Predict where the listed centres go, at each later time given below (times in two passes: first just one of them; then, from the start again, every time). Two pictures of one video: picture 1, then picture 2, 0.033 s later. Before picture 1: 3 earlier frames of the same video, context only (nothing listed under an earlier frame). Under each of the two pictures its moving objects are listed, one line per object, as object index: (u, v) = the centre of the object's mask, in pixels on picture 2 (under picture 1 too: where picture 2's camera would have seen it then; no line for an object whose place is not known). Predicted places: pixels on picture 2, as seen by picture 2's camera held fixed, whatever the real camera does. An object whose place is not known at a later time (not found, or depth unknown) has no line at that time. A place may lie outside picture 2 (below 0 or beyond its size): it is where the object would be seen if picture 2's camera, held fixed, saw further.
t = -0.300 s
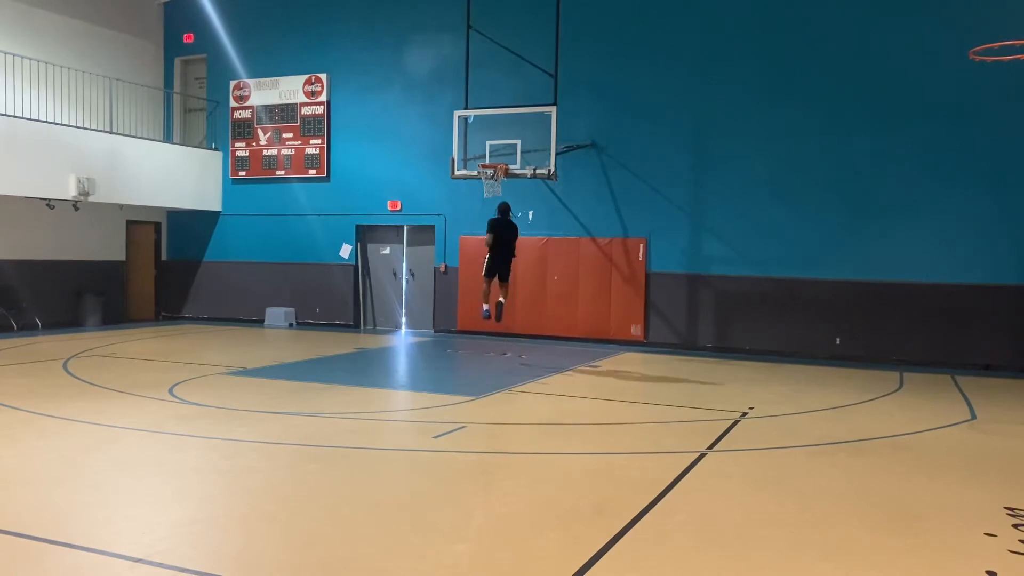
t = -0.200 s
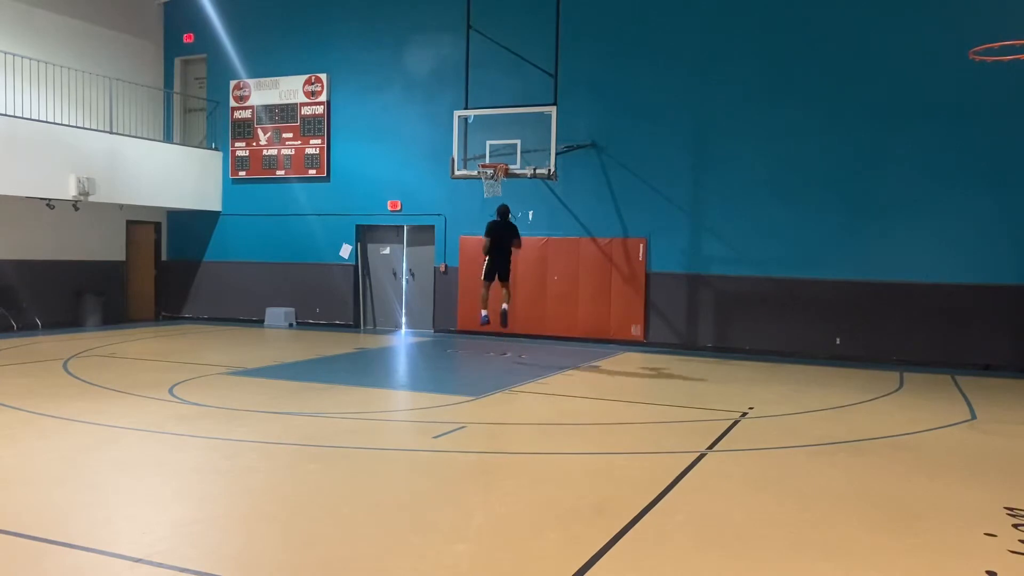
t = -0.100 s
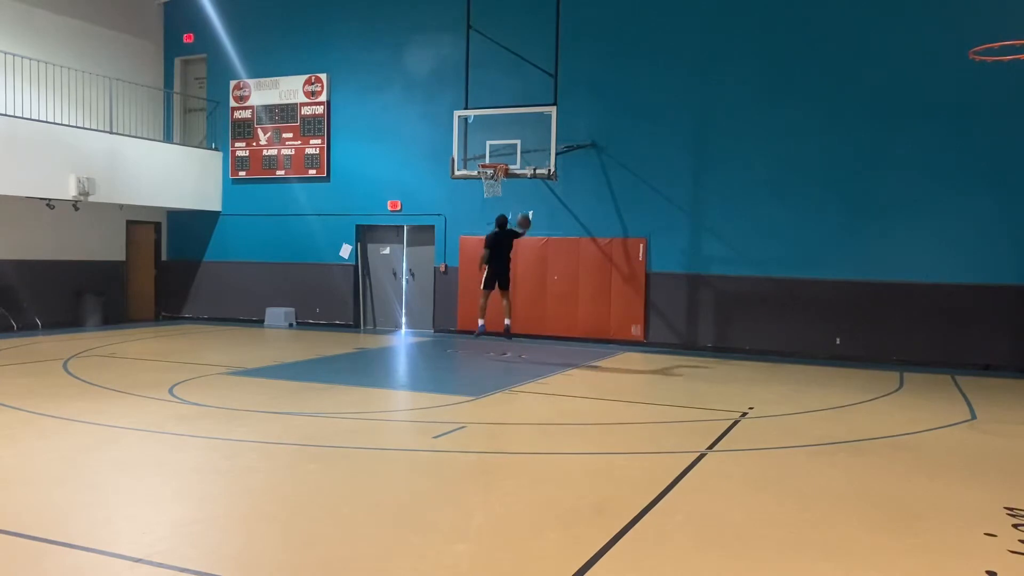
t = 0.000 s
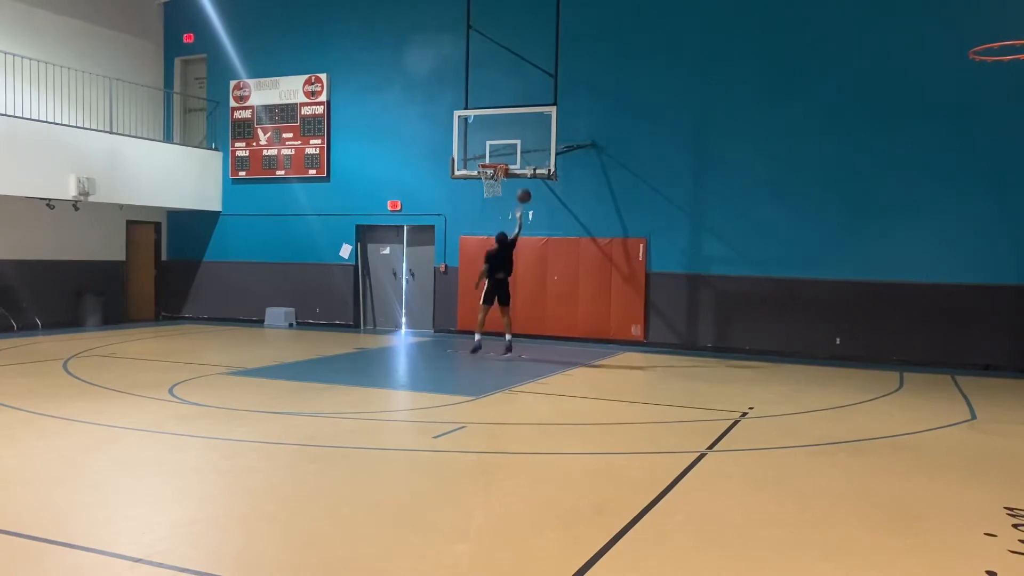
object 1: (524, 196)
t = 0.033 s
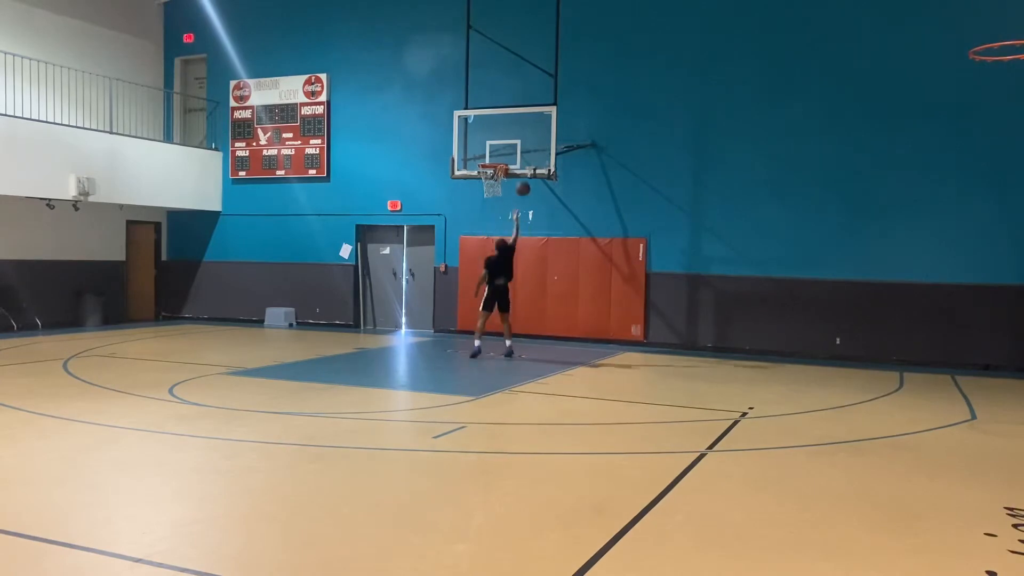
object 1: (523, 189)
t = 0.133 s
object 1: (521, 170)
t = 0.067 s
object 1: (522, 181)
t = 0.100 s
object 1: (522, 175)
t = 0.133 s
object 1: (521, 170)
